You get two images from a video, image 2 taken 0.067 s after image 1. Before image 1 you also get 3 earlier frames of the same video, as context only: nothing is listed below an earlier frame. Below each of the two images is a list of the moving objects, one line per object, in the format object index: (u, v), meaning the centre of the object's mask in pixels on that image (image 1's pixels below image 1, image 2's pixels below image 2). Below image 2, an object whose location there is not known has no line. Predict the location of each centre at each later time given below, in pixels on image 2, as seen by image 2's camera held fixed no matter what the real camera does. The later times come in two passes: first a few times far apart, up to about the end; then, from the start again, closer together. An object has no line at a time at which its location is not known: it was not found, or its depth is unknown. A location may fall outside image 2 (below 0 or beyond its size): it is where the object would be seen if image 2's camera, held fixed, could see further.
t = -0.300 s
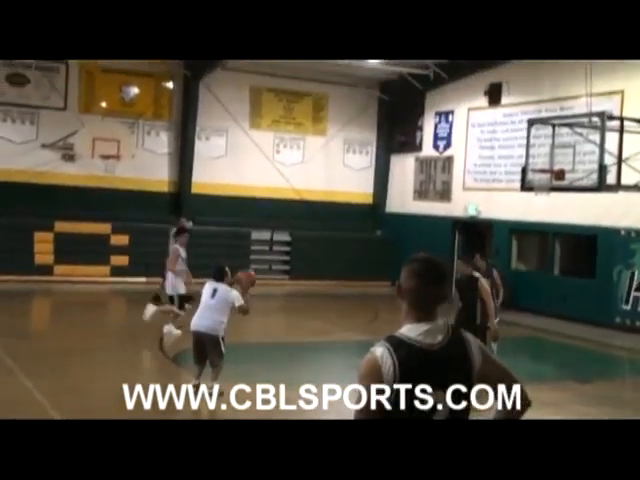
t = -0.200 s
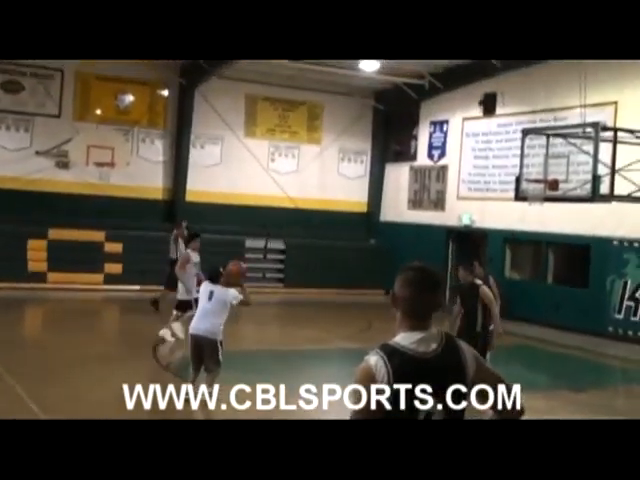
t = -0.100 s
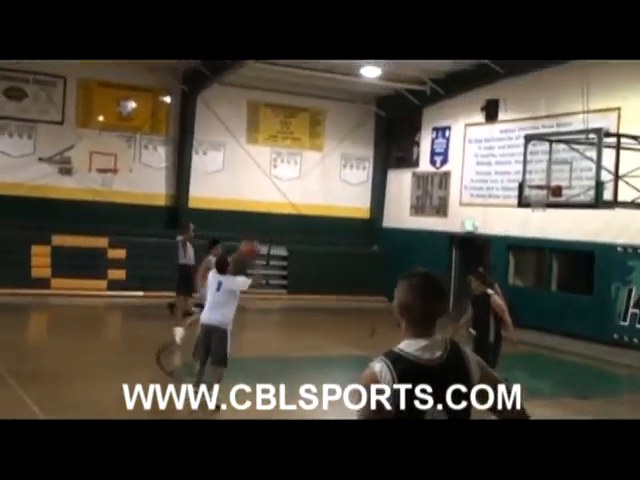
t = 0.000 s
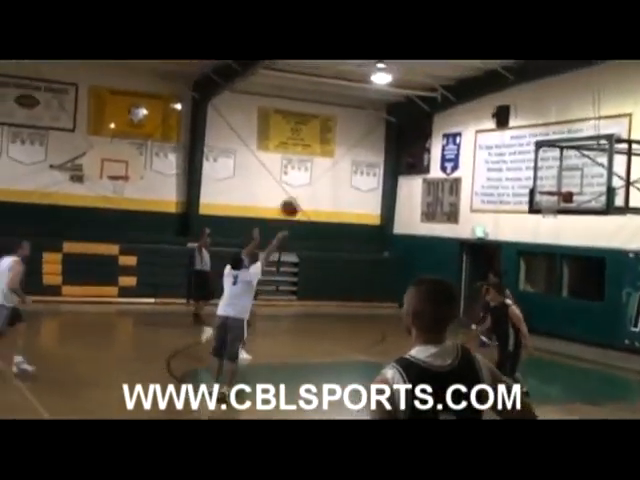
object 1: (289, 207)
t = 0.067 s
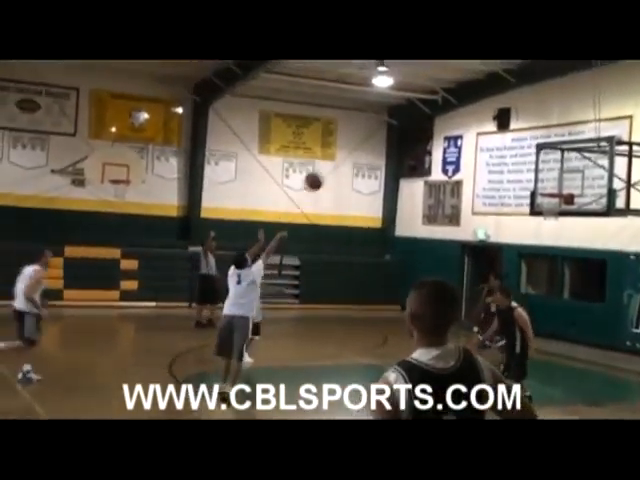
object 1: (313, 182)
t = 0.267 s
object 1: (377, 117)
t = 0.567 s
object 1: (454, 83)
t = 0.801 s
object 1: (505, 97)
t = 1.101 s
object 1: (560, 167)
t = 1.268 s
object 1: (568, 199)
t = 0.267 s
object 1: (377, 117)
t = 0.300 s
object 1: (386, 109)
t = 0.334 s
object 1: (396, 104)
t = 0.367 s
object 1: (404, 96)
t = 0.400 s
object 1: (412, 92)
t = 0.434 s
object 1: (421, 88)
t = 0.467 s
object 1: (430, 86)
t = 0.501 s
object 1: (439, 84)
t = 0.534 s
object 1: (447, 83)
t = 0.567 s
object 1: (454, 83)
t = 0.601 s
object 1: (461, 82)
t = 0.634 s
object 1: (468, 82)
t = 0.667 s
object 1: (482, 80)
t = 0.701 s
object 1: (489, 84)
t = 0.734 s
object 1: (494, 89)
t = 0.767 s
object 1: (499, 93)
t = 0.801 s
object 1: (505, 97)
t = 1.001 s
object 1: (543, 139)
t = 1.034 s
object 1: (548, 149)
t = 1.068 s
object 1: (555, 156)
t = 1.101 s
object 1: (560, 167)
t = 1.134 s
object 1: (566, 176)
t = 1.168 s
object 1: (571, 188)
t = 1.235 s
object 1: (567, 198)
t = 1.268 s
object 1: (568, 199)
